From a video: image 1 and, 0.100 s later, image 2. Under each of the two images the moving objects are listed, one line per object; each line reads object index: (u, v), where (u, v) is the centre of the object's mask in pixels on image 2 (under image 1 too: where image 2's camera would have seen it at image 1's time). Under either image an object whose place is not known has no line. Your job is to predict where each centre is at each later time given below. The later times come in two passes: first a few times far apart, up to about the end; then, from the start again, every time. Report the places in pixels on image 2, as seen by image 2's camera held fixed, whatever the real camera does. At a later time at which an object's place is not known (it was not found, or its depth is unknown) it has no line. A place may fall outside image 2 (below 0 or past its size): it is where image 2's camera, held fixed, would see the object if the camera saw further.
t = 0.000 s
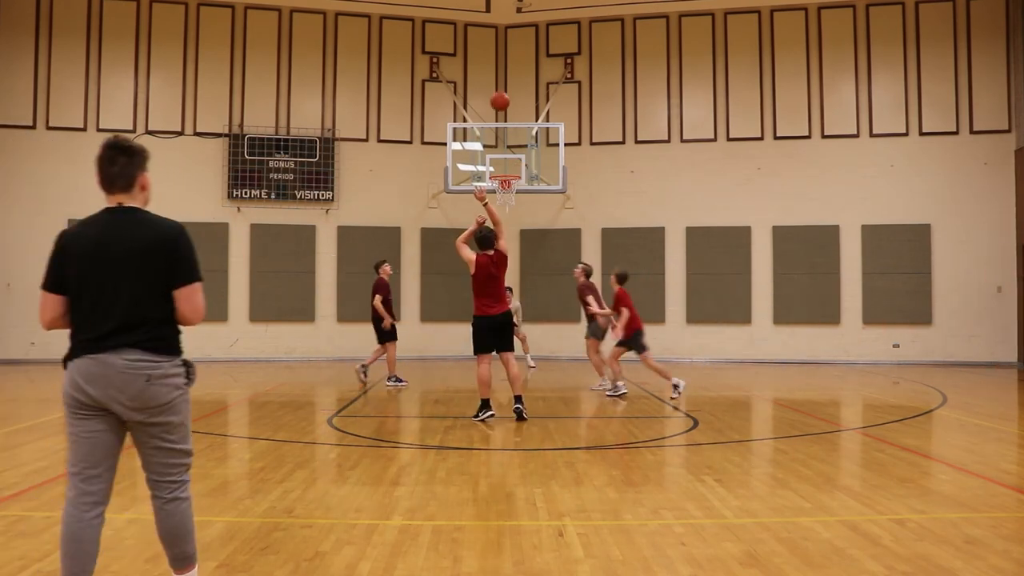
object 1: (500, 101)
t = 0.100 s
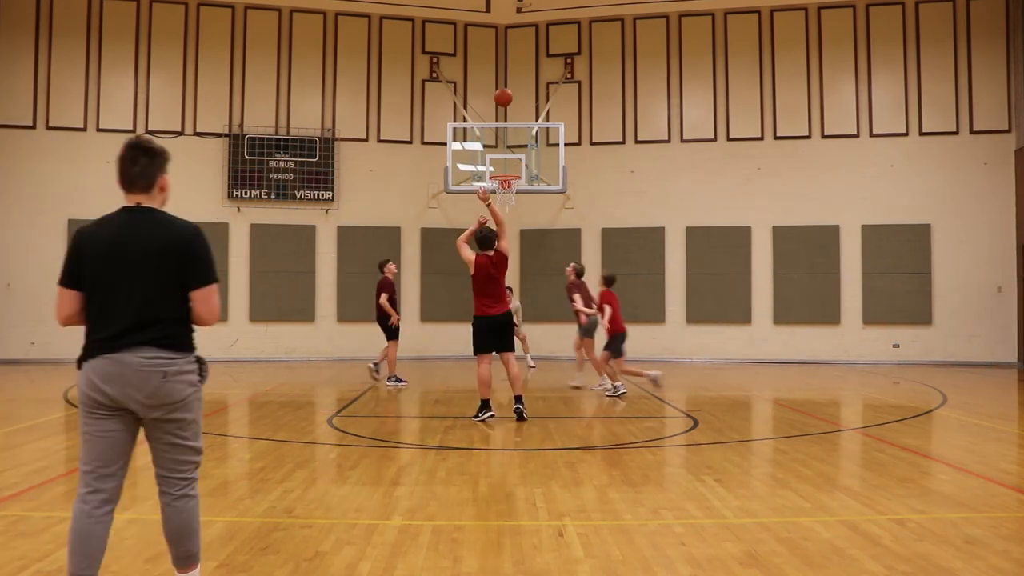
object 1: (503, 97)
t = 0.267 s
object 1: (507, 106)
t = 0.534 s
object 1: (514, 157)
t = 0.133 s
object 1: (504, 98)
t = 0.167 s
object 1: (505, 99)
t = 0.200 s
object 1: (506, 101)
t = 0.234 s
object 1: (507, 103)
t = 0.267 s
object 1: (507, 106)
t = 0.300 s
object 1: (508, 111)
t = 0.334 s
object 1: (509, 115)
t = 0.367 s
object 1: (510, 121)
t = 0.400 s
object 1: (511, 127)
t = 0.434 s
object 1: (512, 133)
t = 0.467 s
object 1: (513, 140)
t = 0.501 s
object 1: (513, 148)
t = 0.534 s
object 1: (514, 157)
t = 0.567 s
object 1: (515, 166)
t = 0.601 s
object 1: (517, 173)
